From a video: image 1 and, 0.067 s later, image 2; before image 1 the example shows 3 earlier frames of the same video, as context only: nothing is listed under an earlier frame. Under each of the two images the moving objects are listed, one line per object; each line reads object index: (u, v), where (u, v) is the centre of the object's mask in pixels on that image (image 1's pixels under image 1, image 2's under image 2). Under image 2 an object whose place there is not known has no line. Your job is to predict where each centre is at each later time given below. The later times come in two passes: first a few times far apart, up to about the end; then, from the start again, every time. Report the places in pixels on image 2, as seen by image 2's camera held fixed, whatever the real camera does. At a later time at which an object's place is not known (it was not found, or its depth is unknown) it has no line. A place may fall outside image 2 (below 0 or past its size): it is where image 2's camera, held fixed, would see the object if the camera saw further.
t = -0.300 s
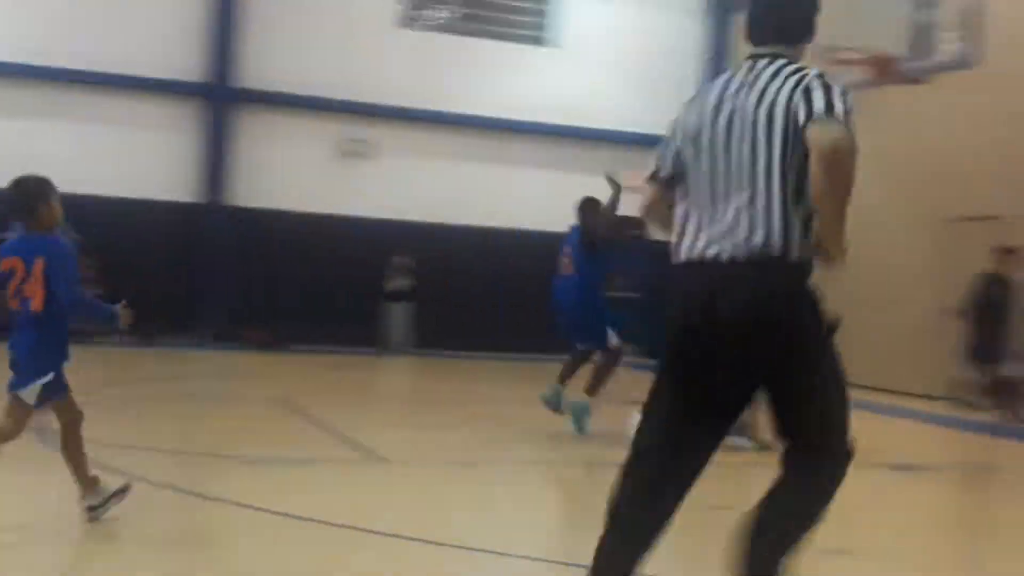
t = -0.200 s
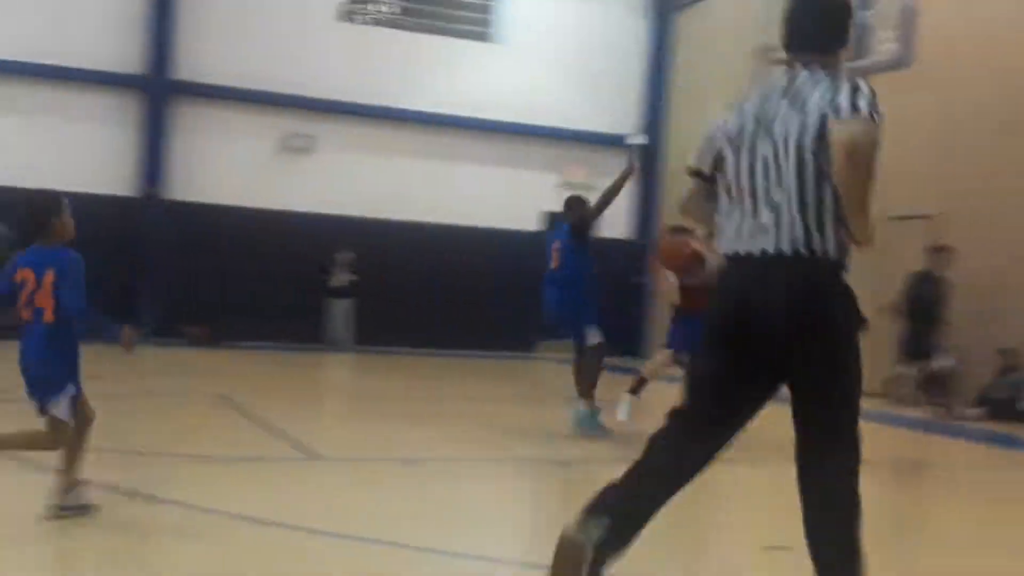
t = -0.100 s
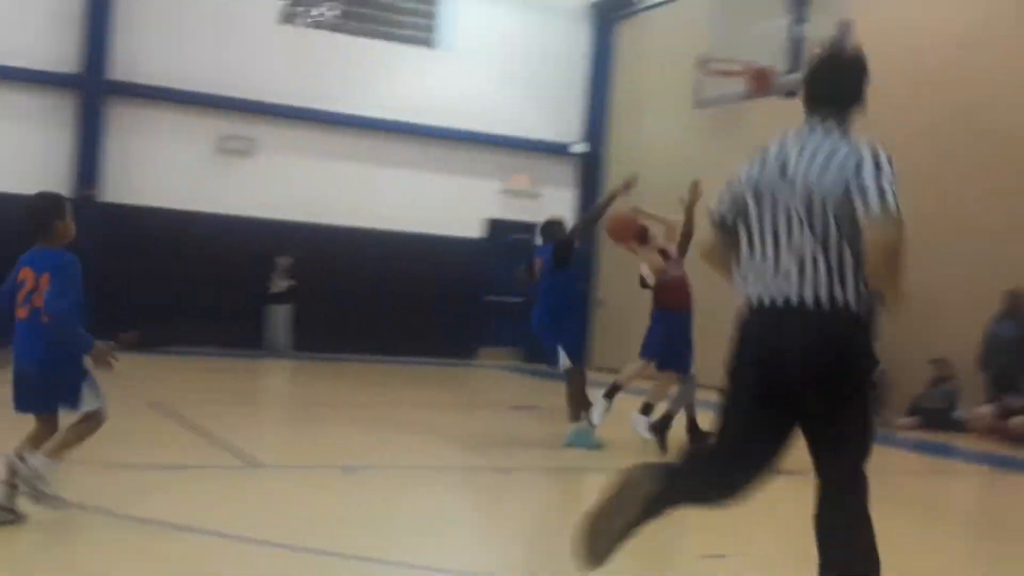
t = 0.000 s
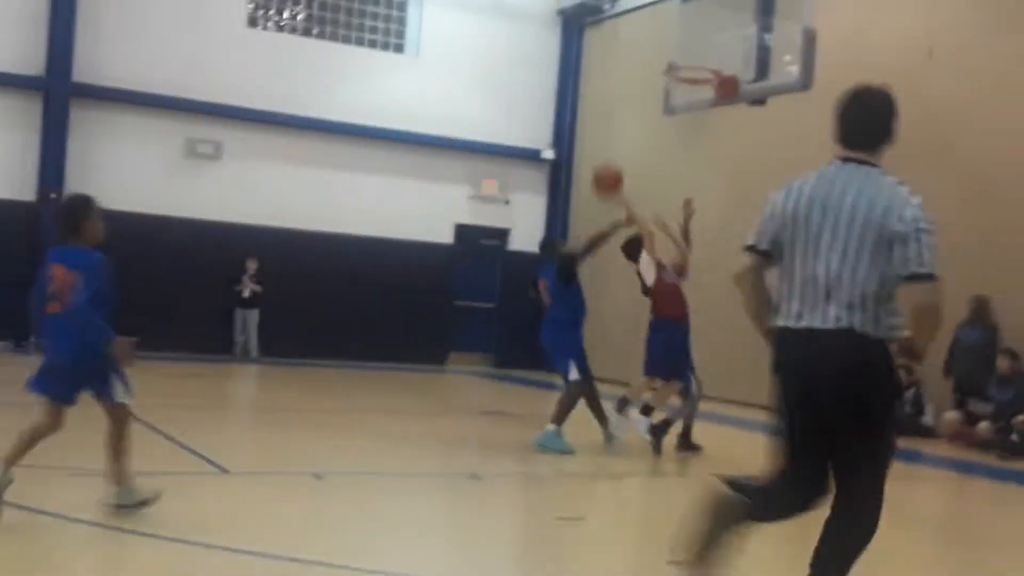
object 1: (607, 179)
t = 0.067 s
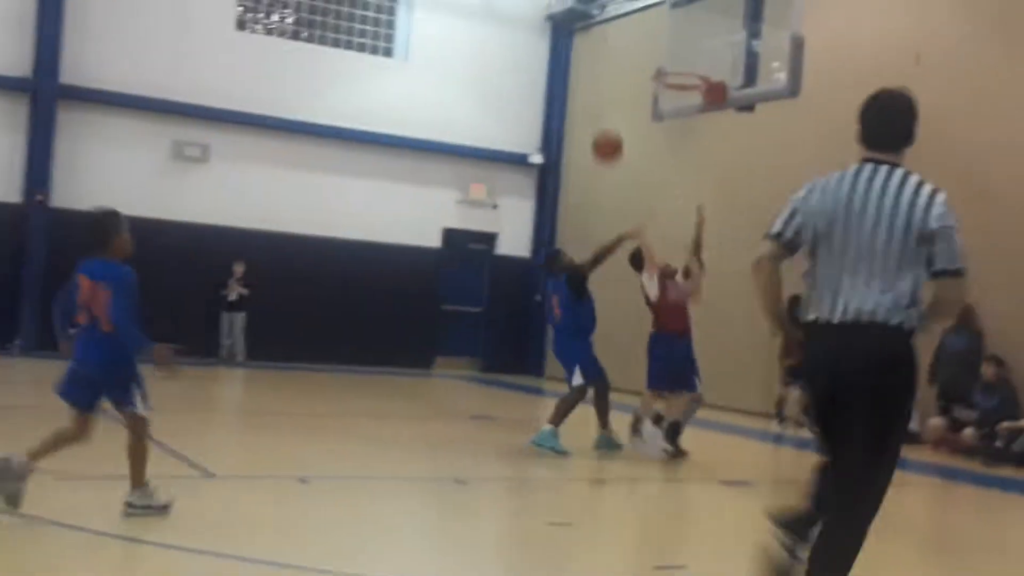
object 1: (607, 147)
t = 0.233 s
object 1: (634, 77)
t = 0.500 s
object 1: (667, 42)
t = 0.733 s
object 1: (682, 54)
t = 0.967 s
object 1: (683, 76)
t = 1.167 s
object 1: (679, 153)
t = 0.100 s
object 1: (613, 129)
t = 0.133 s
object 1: (619, 114)
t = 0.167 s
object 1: (625, 100)
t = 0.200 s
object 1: (629, 88)
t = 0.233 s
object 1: (634, 77)
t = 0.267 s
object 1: (639, 67)
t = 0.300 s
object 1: (643, 59)
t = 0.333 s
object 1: (647, 53)
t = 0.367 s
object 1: (652, 48)
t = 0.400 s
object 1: (656, 45)
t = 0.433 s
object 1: (660, 42)
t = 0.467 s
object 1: (663, 42)
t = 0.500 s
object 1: (667, 42)
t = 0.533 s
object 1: (670, 44)
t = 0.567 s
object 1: (674, 48)
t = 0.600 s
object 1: (677, 53)
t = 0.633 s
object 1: (680, 59)
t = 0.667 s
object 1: (680, 60)
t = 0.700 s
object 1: (682, 57)
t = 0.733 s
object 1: (682, 54)
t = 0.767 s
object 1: (682, 53)
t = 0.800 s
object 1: (683, 53)
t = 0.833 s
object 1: (683, 55)
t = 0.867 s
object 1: (683, 58)
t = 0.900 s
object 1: (683, 62)
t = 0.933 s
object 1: (683, 68)
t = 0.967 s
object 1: (683, 76)
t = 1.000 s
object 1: (683, 86)
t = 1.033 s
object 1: (682, 97)
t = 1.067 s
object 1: (682, 108)
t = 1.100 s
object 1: (681, 120)
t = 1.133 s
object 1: (680, 136)
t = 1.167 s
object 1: (679, 153)
